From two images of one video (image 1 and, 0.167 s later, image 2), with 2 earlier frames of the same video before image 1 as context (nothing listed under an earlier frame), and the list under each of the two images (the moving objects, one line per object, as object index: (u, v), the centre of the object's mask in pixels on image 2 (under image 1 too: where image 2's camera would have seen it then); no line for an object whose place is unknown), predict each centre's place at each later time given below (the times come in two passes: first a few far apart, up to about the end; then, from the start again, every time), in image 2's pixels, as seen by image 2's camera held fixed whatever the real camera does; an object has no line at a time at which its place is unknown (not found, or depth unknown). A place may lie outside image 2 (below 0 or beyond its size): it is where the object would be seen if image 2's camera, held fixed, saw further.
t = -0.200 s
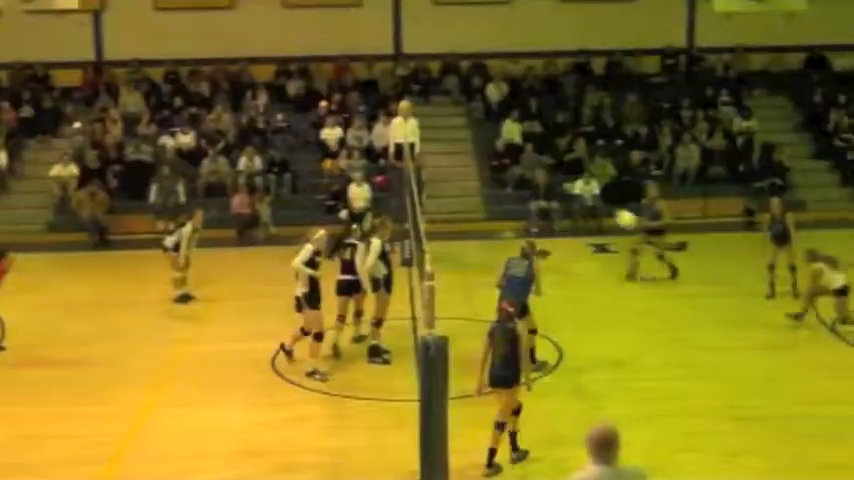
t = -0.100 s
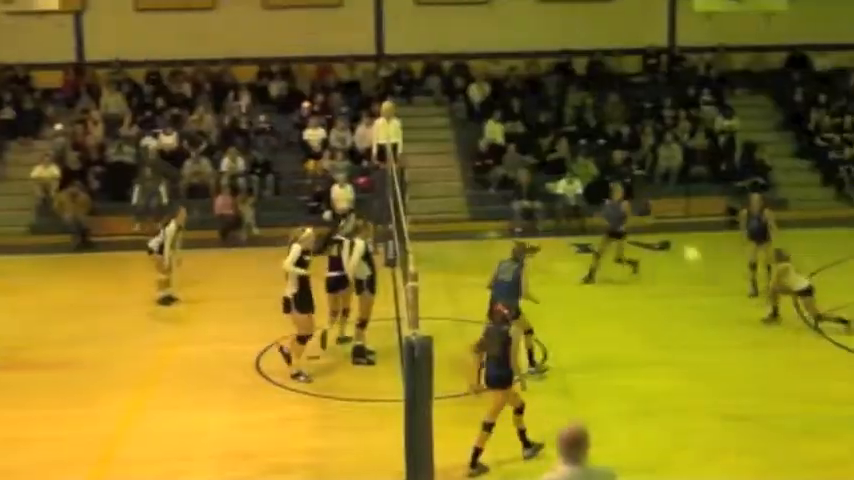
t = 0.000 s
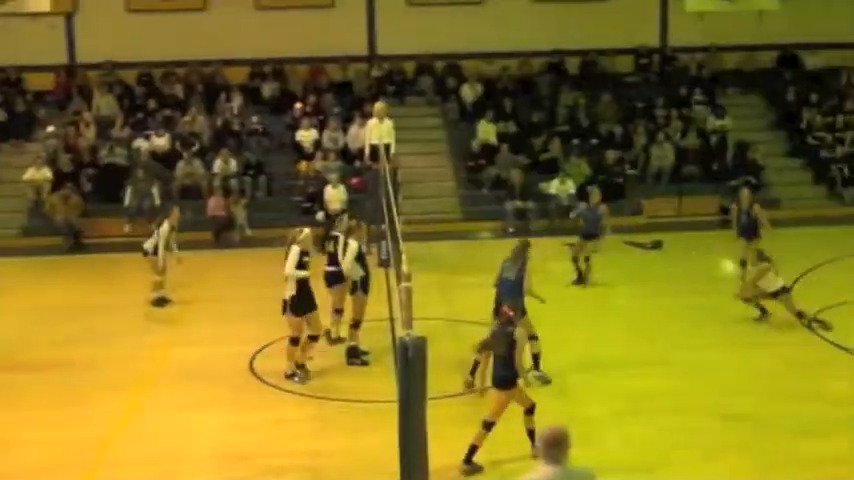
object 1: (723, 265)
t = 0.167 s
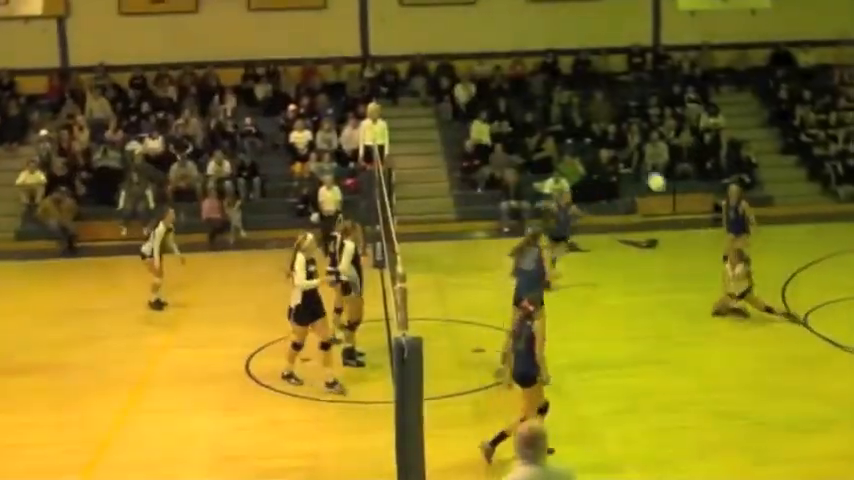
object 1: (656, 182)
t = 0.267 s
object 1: (618, 141)
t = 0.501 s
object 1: (535, 76)
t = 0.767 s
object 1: (451, 49)
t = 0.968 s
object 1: (394, 60)
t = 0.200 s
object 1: (643, 168)
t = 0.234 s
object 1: (630, 154)
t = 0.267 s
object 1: (618, 141)
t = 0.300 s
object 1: (605, 130)
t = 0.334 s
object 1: (593, 119)
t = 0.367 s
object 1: (581, 109)
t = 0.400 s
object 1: (569, 99)
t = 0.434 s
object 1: (558, 91)
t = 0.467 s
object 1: (546, 83)
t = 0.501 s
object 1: (535, 76)
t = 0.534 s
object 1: (524, 70)
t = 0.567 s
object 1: (513, 65)
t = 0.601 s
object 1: (502, 60)
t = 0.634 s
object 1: (492, 57)
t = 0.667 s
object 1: (481, 53)
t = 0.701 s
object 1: (471, 51)
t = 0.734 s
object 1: (461, 50)
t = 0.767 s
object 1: (451, 49)
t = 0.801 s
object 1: (441, 50)
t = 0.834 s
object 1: (432, 50)
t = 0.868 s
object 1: (421, 51)
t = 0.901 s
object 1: (413, 54)
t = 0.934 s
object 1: (403, 56)
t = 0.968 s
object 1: (394, 60)
